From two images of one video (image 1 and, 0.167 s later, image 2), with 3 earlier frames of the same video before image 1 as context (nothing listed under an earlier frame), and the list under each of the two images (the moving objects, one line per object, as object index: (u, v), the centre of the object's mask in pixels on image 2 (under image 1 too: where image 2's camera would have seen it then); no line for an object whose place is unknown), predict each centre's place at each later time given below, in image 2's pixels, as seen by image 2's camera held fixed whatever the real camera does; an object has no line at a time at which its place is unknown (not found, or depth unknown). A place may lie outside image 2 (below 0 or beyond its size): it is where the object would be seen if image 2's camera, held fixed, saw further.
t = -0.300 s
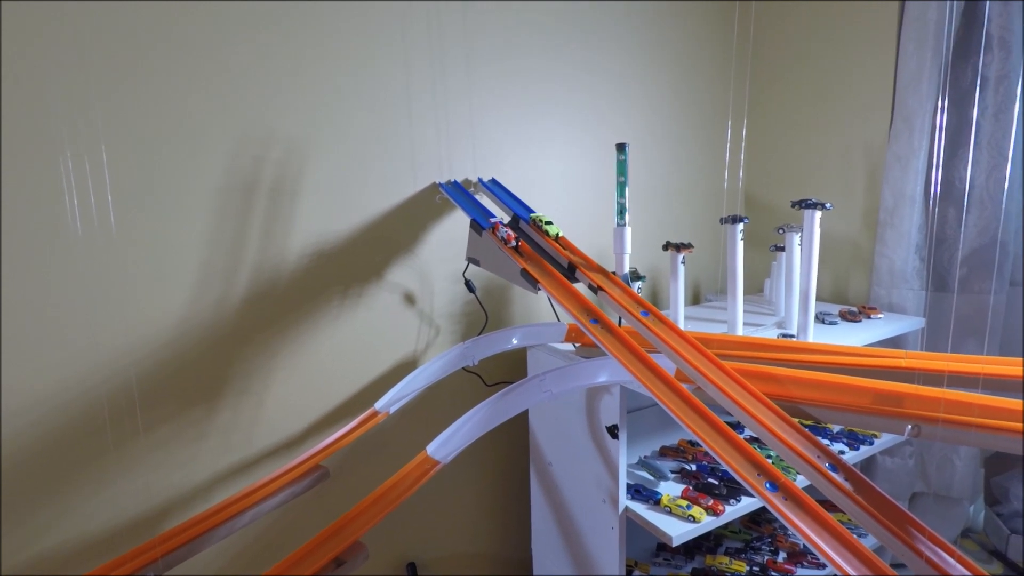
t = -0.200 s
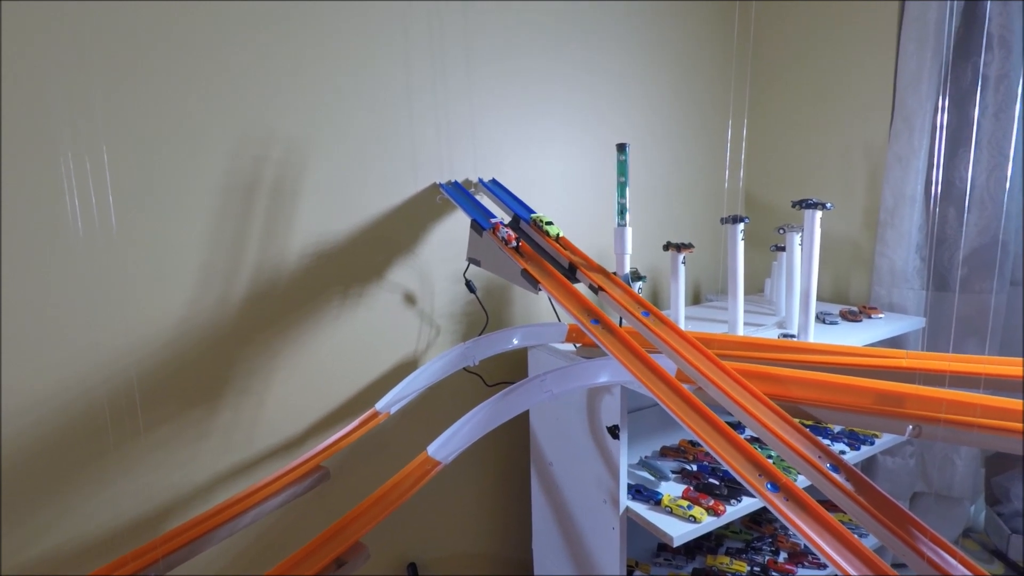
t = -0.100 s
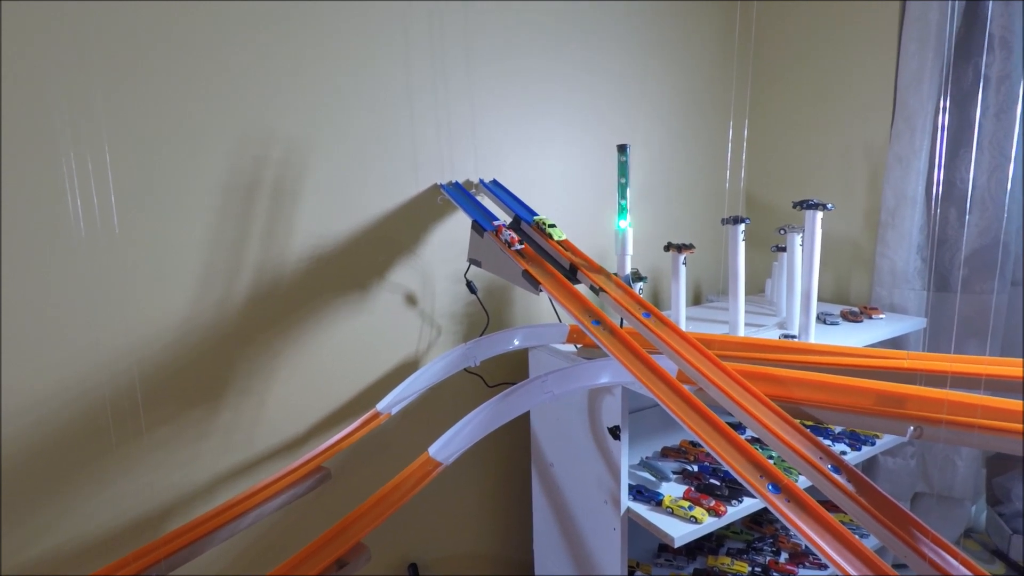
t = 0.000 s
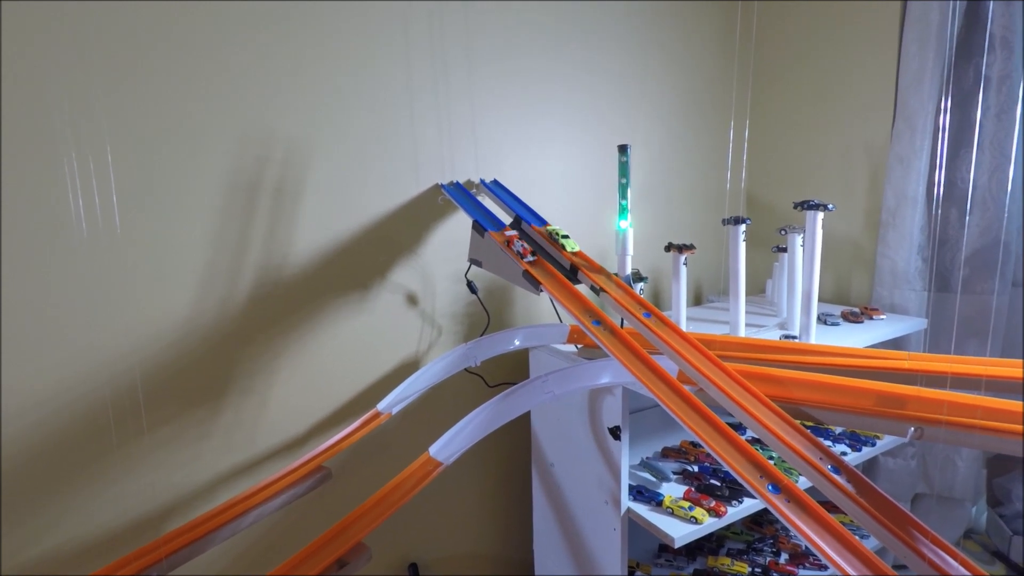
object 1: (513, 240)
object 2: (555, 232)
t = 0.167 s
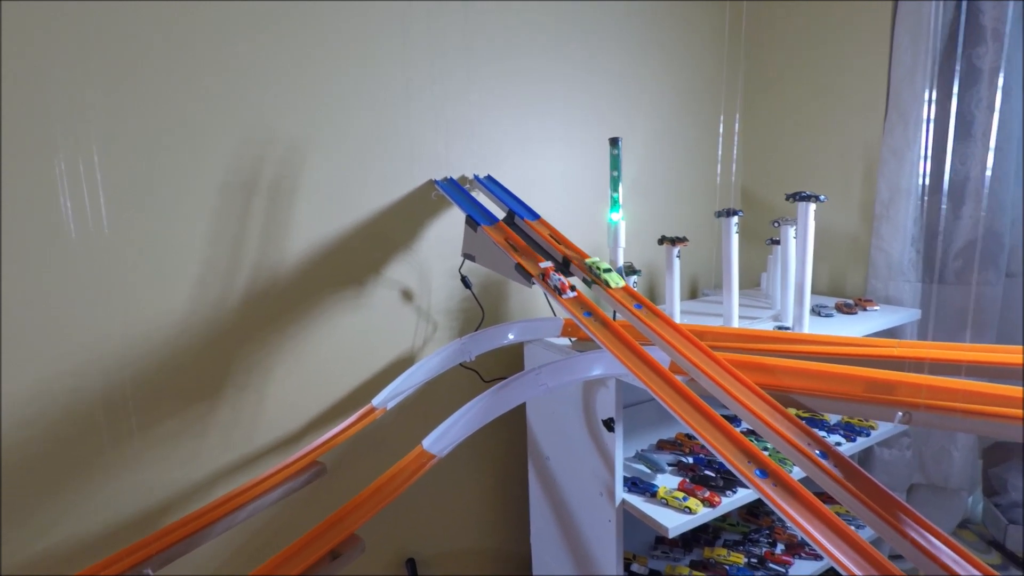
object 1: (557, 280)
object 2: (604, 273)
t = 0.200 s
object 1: (571, 293)
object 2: (620, 286)
